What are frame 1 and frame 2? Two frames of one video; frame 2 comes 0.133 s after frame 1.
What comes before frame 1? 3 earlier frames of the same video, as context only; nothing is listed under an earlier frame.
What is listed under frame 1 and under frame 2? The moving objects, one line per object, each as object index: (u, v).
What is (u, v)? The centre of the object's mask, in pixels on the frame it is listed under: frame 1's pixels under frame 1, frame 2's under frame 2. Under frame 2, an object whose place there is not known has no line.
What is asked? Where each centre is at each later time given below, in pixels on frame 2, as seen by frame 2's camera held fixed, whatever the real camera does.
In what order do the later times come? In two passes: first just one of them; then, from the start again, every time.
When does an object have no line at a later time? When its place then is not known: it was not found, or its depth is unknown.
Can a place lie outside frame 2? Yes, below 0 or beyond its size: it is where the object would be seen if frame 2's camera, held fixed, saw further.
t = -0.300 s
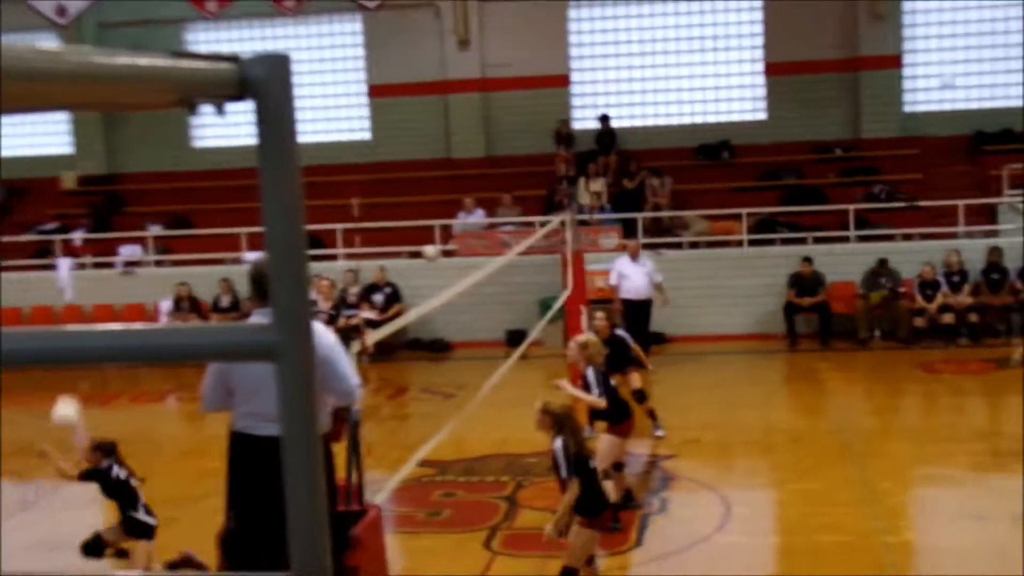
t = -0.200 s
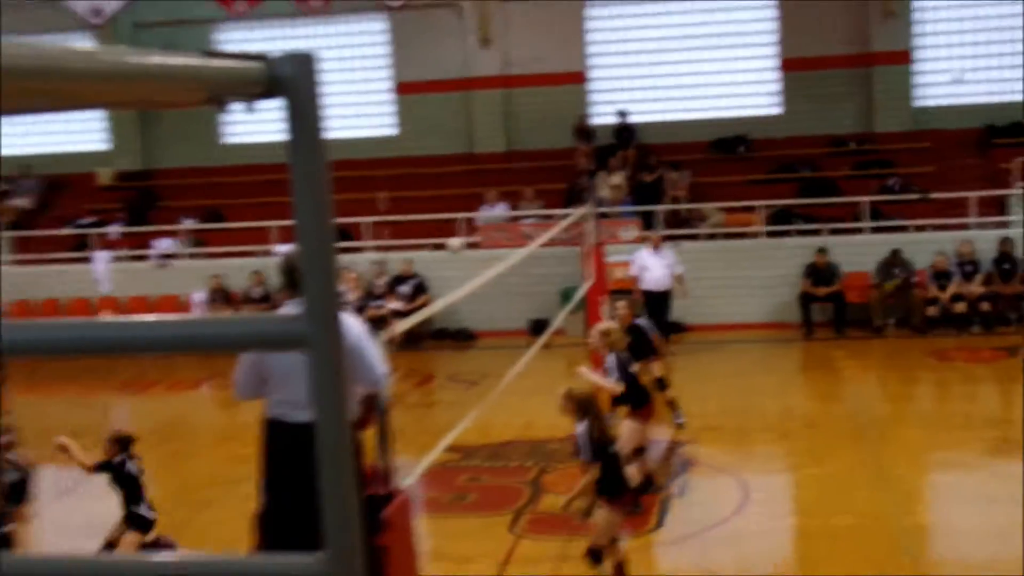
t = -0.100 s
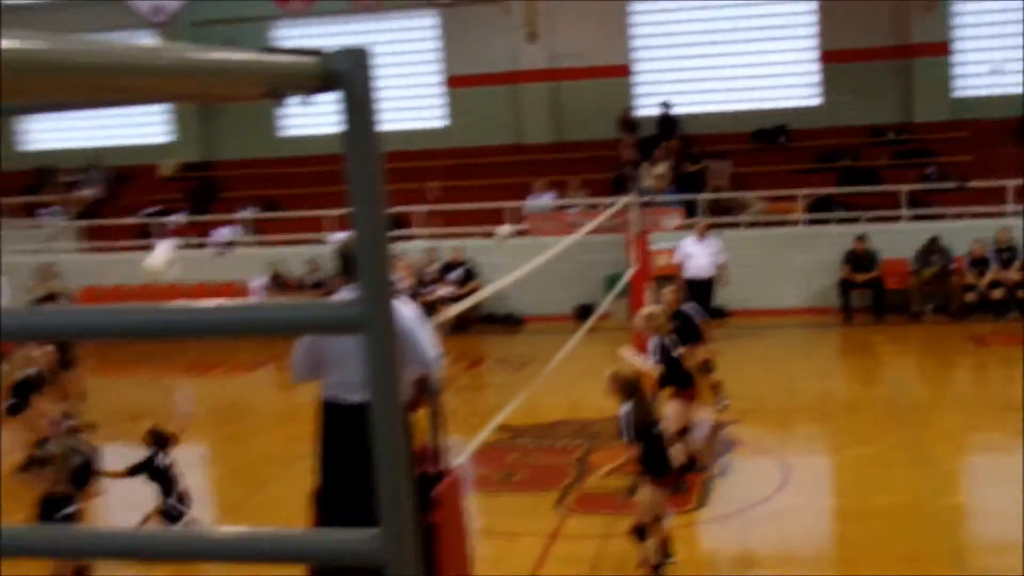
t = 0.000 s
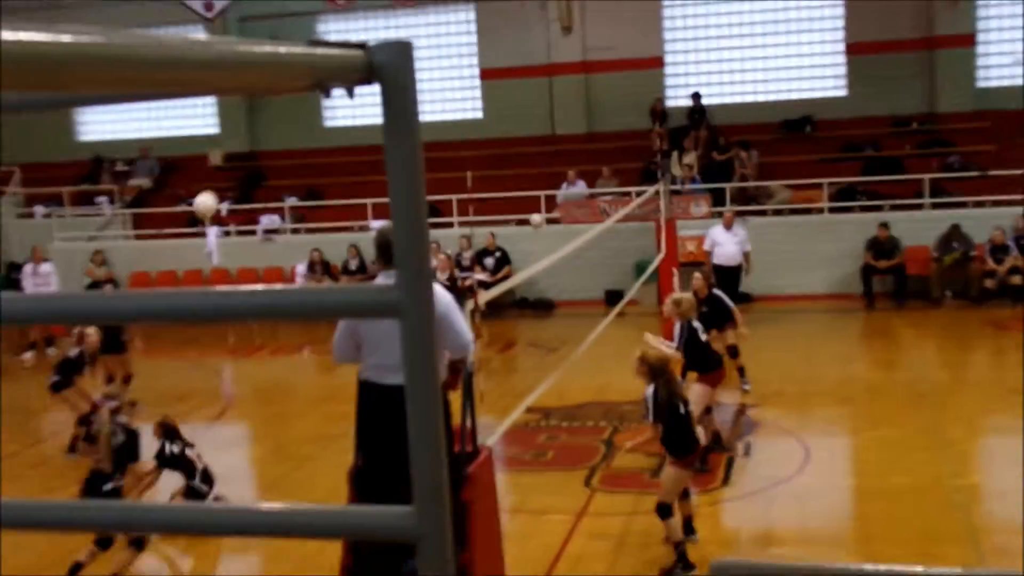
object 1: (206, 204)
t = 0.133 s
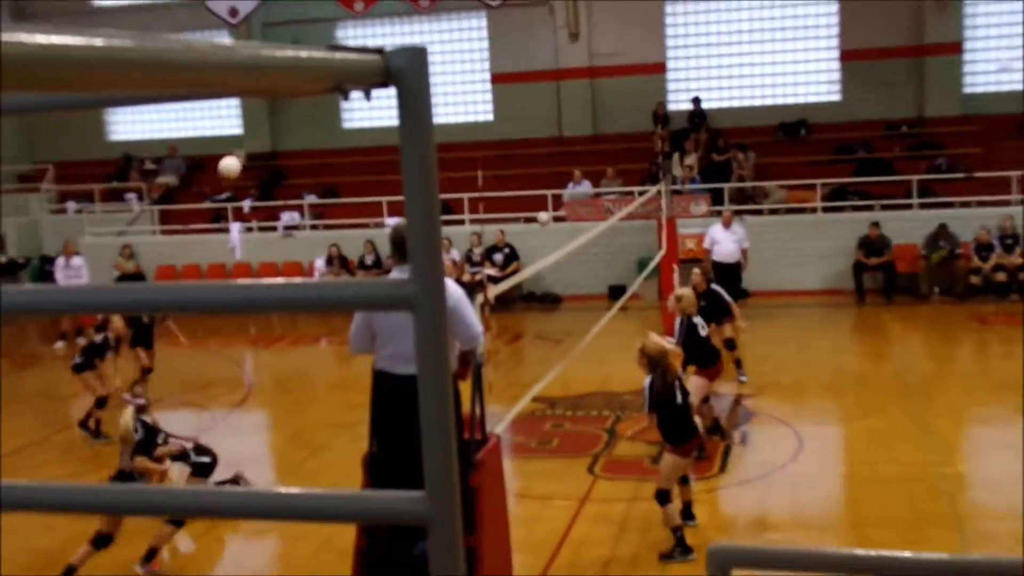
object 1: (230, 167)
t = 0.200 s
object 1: (228, 155)
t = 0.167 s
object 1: (230, 162)
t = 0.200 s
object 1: (228, 155)
